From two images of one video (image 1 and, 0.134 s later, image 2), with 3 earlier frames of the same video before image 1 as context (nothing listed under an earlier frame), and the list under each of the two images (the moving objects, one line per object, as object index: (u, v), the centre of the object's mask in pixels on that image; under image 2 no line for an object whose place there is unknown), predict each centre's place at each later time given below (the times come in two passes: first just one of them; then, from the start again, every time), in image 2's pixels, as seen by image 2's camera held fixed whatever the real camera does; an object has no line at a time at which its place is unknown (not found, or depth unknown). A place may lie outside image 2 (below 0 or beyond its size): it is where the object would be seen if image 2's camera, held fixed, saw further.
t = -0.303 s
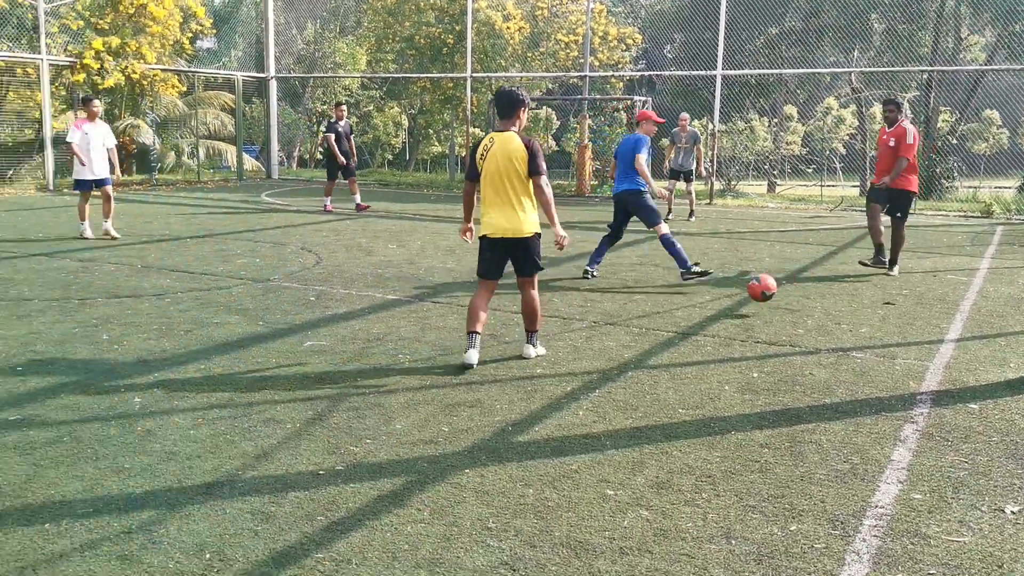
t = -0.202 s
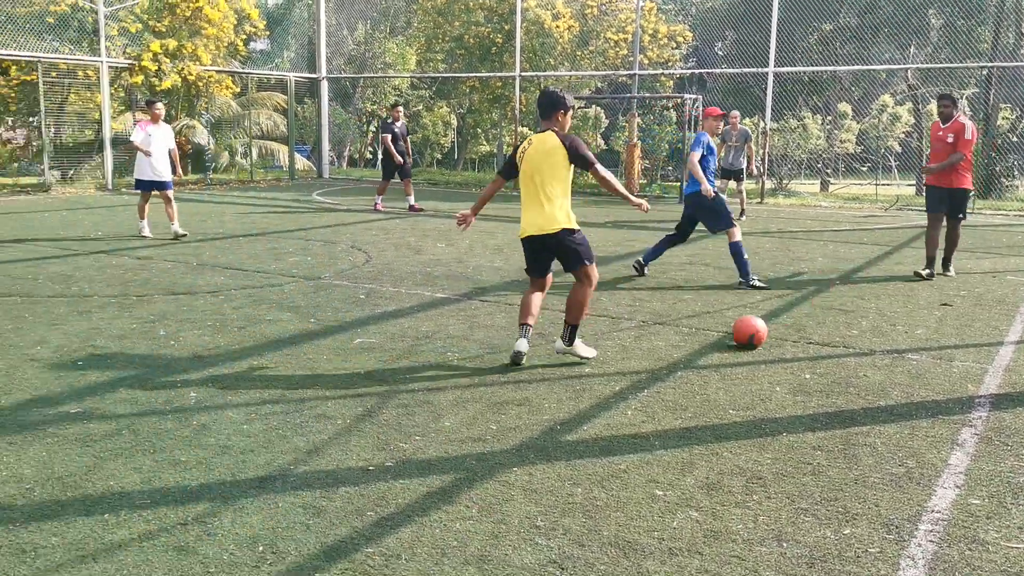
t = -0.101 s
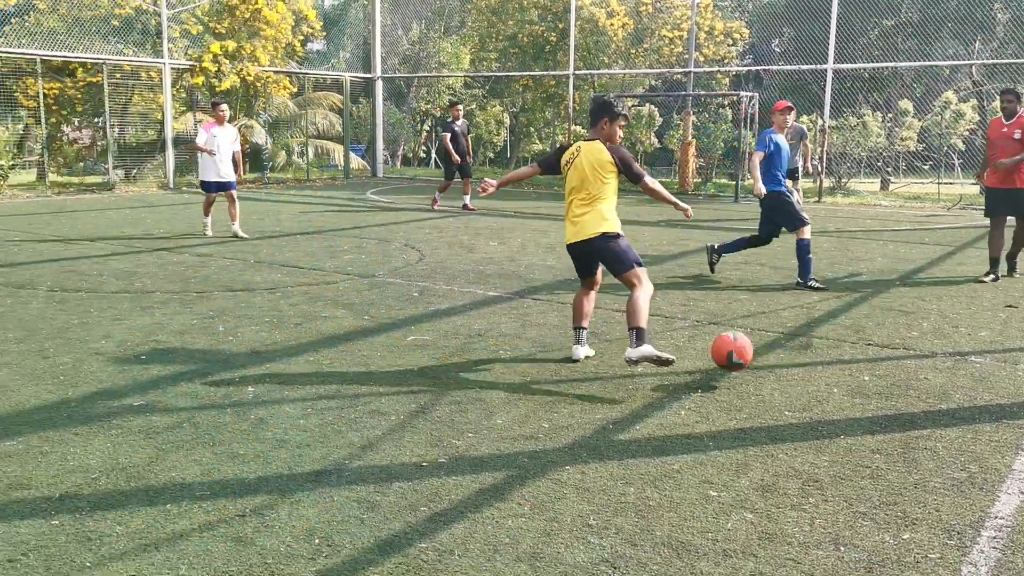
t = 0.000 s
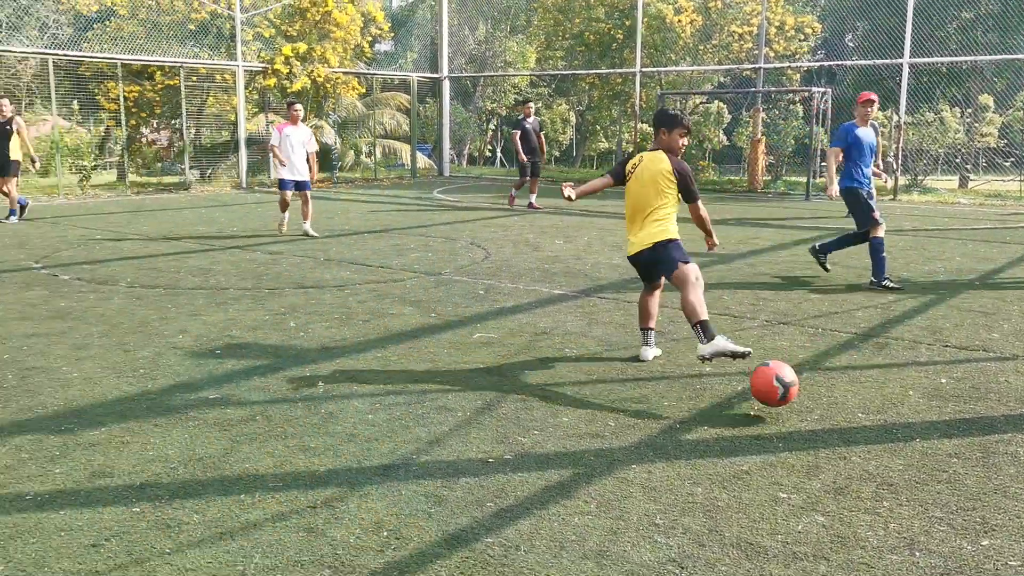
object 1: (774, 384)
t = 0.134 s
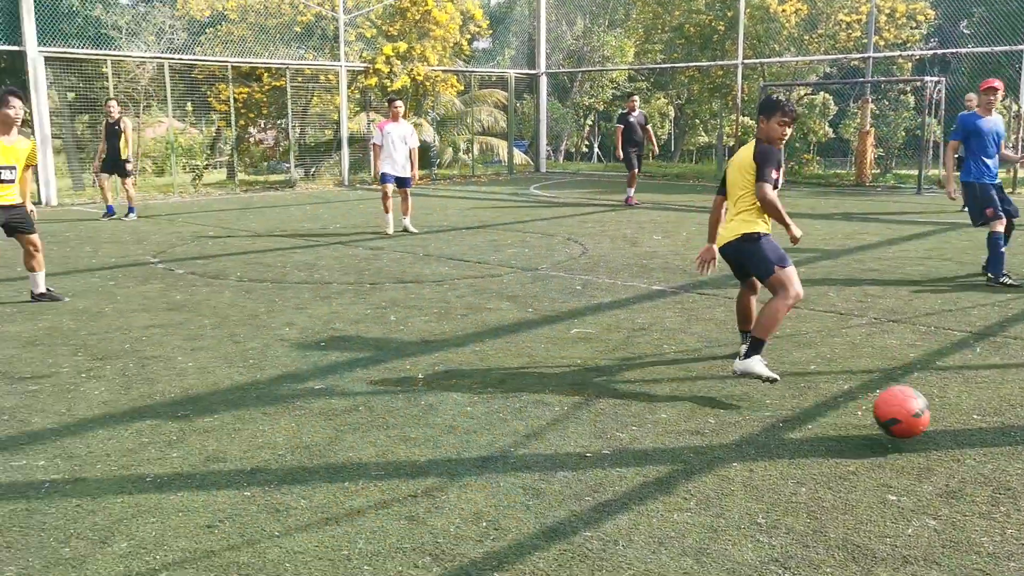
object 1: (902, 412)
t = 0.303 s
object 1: (932, 452)
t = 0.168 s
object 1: (908, 417)
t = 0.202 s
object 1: (915, 424)
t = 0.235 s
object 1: (922, 435)
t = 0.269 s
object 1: (928, 450)
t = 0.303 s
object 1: (932, 452)
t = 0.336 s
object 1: (936, 455)
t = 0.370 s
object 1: (941, 461)
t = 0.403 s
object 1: (945, 470)
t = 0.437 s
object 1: (952, 479)
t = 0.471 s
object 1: (964, 485)
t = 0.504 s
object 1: (978, 493)
